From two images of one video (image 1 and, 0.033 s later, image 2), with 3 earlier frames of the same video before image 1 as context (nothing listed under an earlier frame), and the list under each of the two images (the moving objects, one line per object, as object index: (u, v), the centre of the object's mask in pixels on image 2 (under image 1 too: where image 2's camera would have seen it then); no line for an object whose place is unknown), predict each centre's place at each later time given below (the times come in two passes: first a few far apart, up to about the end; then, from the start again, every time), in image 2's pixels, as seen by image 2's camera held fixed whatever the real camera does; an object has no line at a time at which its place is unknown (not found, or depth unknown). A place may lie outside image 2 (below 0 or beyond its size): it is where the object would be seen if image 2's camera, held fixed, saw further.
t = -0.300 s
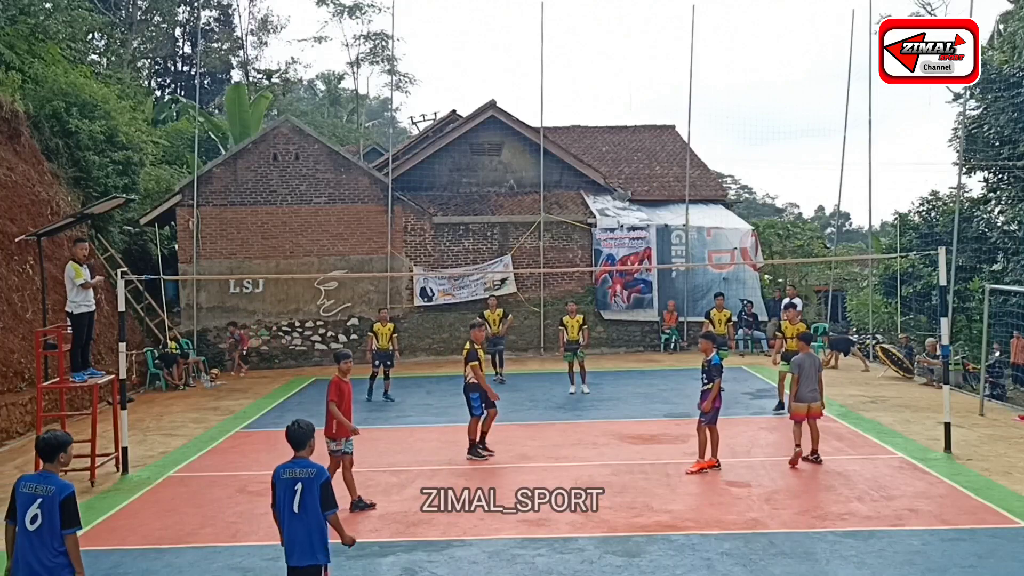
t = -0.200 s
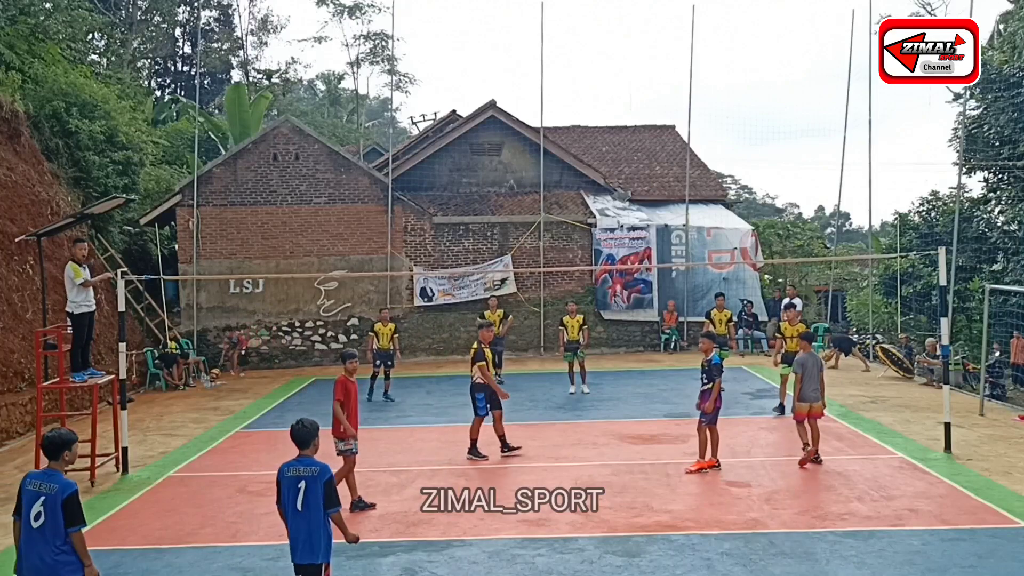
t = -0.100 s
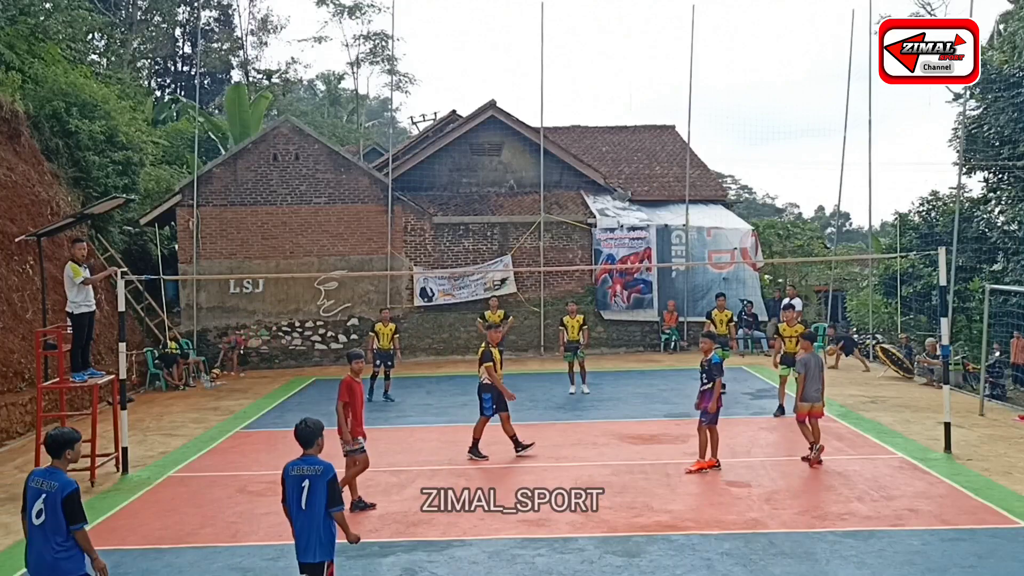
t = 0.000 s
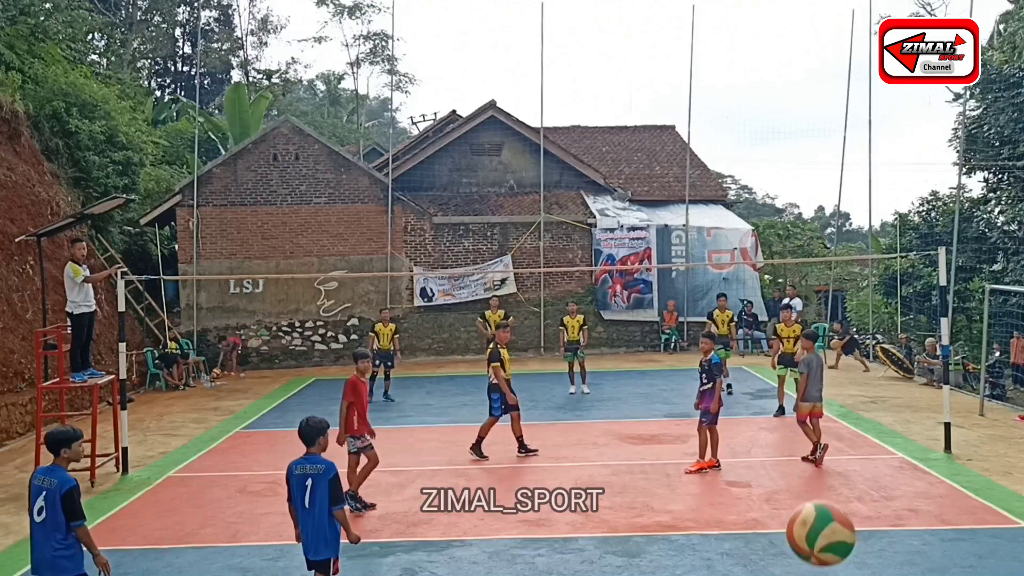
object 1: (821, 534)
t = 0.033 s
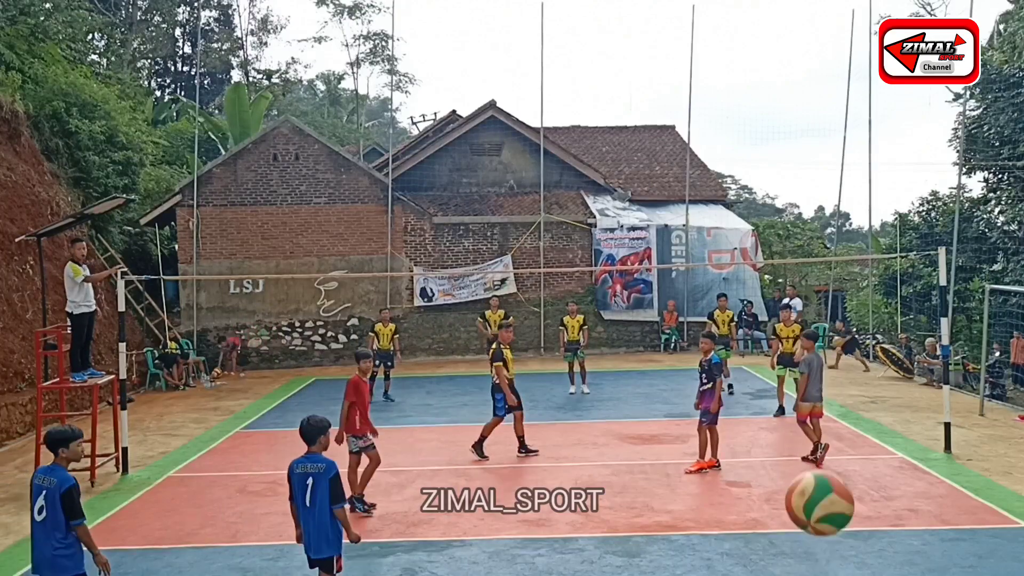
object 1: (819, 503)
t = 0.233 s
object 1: (814, 392)
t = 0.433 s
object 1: (810, 403)
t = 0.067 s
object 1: (818, 476)
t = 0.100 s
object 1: (817, 452)
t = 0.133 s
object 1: (816, 432)
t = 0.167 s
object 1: (815, 415)
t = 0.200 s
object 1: (815, 402)
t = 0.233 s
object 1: (814, 392)
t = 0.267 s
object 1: (813, 385)
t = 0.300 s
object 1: (812, 382)
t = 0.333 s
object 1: (812, 382)
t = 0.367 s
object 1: (811, 386)
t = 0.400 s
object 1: (811, 392)
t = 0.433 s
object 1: (810, 403)
